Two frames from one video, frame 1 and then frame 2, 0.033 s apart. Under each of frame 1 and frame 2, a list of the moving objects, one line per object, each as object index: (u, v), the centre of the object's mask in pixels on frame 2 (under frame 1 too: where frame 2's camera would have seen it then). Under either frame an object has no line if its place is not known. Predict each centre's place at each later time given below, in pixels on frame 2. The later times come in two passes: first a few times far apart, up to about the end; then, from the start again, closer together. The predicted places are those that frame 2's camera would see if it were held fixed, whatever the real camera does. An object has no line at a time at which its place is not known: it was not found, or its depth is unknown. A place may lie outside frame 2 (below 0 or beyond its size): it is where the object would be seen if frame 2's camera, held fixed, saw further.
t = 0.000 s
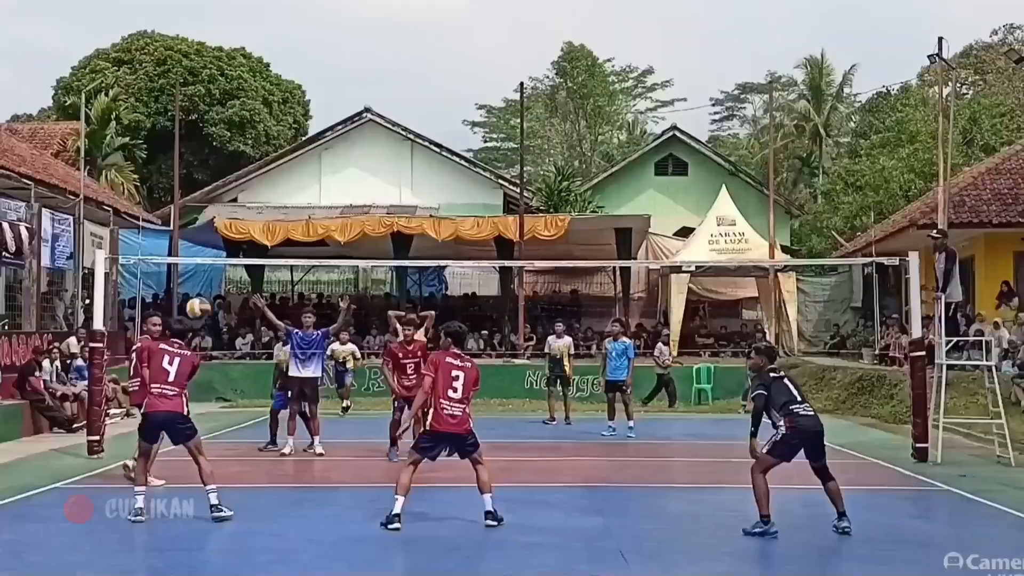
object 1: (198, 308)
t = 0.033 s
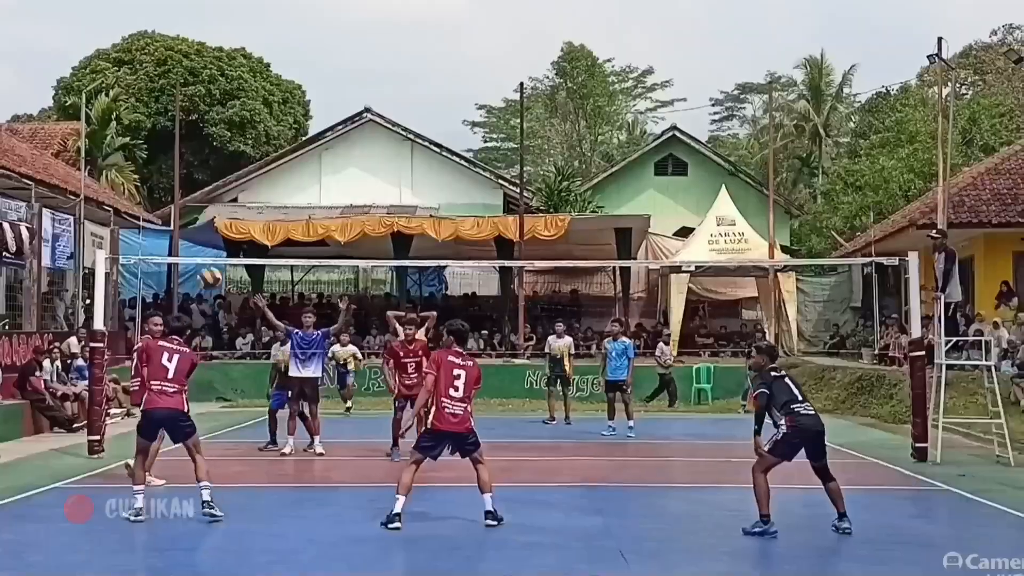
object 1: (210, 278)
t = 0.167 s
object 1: (250, 174)
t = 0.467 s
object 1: (331, 25)
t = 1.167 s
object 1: (494, 58)
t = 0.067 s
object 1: (219, 250)
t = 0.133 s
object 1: (240, 198)
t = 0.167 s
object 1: (250, 174)
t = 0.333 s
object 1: (297, 78)
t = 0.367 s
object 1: (305, 63)
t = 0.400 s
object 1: (315, 49)
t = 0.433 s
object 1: (323, 36)
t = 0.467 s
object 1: (331, 25)
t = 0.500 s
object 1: (340, 15)
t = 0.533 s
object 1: (348, 6)
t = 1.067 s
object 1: (473, 24)
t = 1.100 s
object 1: (480, 35)
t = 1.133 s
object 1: (487, 46)
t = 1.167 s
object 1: (494, 58)
